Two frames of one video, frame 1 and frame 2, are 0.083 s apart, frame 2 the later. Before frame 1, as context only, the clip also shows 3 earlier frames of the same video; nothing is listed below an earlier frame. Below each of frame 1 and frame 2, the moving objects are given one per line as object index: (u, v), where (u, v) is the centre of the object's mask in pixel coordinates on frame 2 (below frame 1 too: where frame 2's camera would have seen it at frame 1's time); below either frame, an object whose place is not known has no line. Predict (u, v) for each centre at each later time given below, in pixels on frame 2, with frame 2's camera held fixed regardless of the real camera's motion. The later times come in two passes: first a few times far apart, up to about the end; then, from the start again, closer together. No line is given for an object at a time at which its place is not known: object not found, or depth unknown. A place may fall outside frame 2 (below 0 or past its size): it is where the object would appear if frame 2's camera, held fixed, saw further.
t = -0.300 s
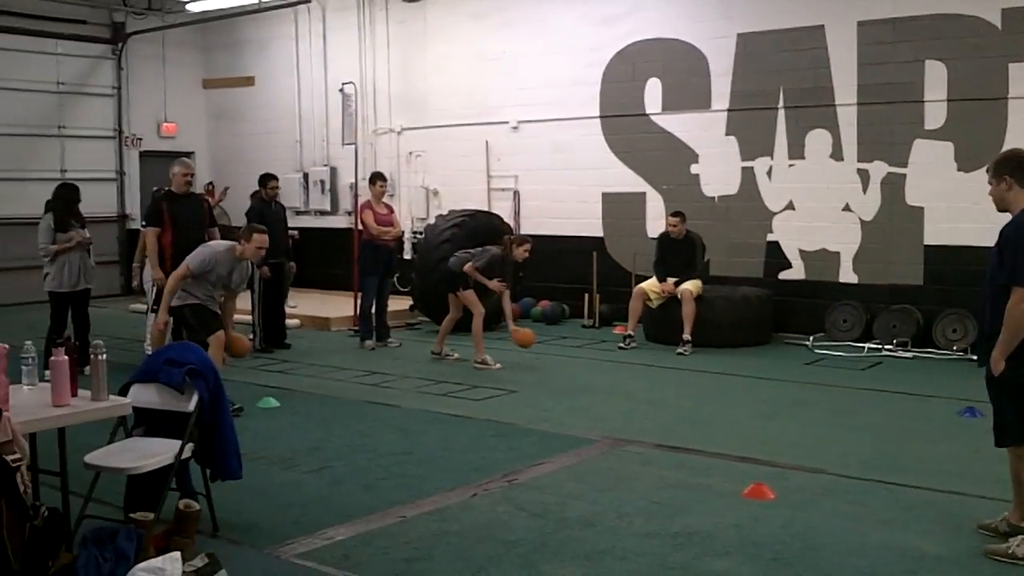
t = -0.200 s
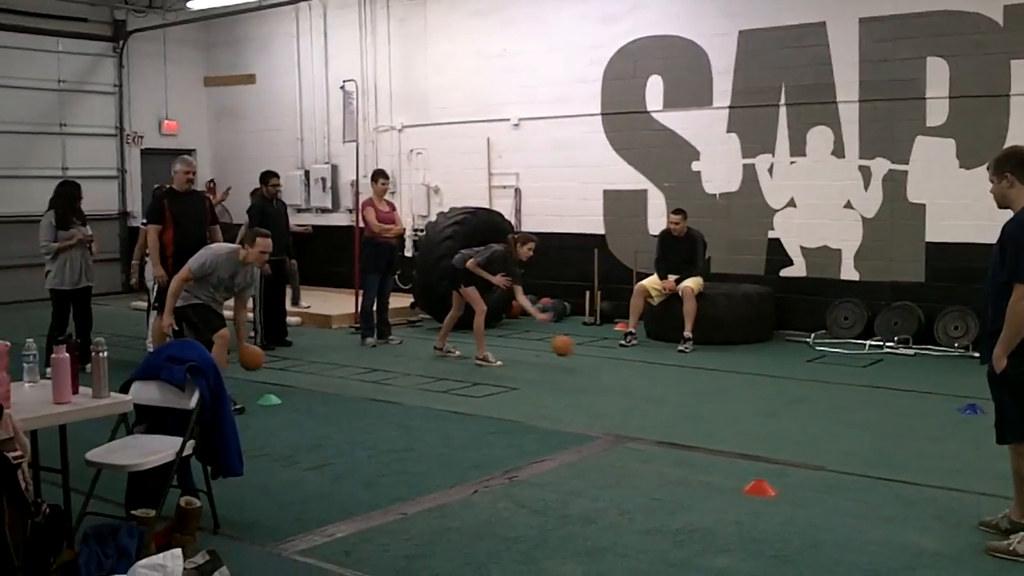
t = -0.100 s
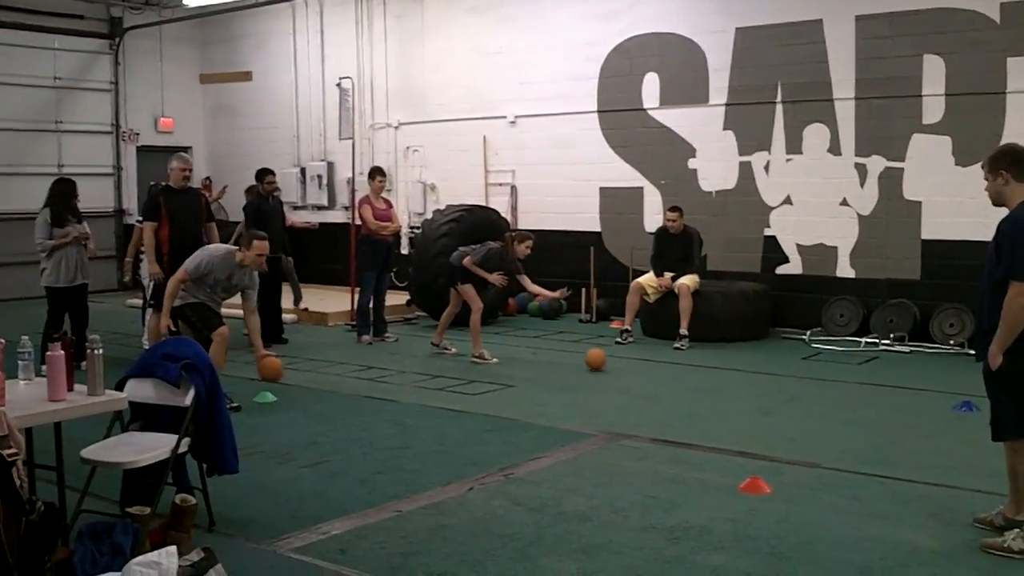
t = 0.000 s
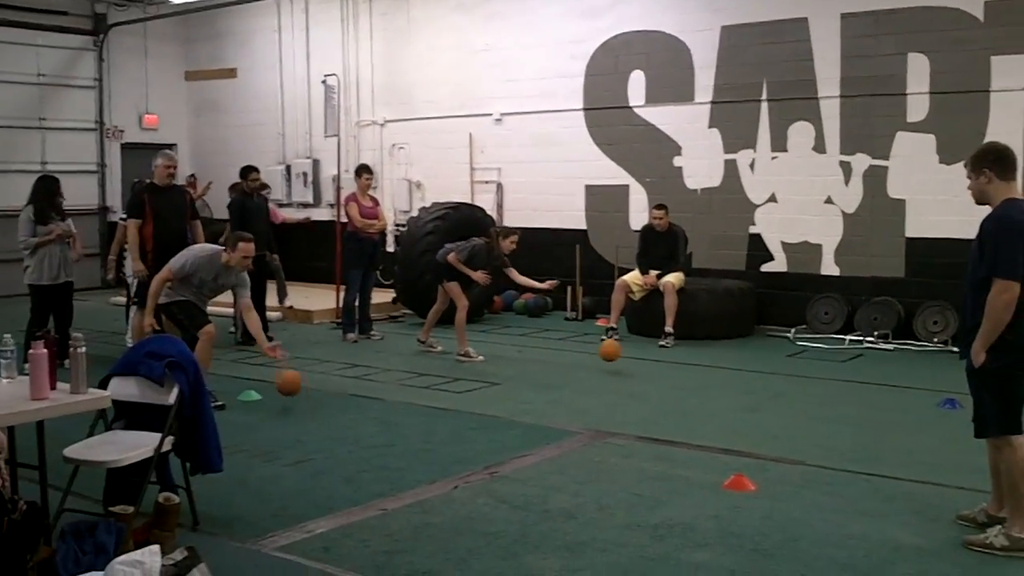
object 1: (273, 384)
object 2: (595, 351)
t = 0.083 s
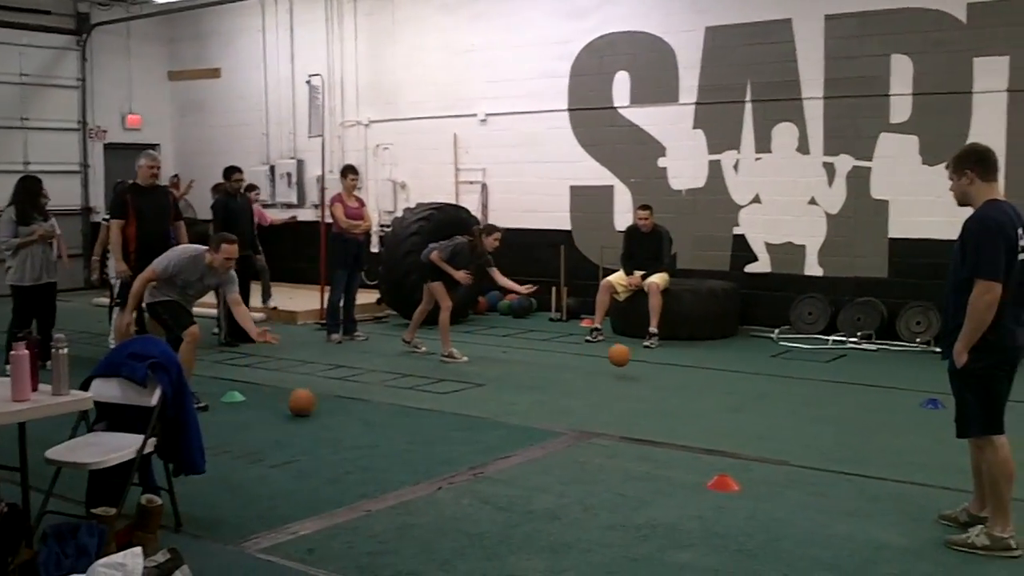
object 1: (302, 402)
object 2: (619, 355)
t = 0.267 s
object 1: (353, 402)
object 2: (677, 367)
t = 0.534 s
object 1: (436, 422)
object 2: (770, 384)
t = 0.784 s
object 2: (868, 395)
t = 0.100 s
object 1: (306, 401)
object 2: (624, 357)
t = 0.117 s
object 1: (310, 399)
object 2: (629, 359)
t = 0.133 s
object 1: (315, 397)
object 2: (634, 361)
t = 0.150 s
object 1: (319, 397)
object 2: (639, 364)
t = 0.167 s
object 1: (324, 396)
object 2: (645, 368)
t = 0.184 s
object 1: (328, 396)
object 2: (650, 369)
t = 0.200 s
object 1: (333, 397)
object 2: (655, 369)
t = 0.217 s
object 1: (338, 398)
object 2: (660, 368)
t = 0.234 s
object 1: (342, 399)
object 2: (665, 367)
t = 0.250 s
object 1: (347, 401)
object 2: (671, 367)
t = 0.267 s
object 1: (353, 402)
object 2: (677, 367)
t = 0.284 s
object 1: (357, 405)
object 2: (682, 368)
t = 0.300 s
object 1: (362, 408)
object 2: (688, 369)
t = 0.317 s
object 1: (367, 412)
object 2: (693, 370)
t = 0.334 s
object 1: (373, 416)
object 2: (698, 372)
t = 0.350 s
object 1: (378, 417)
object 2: (704, 374)
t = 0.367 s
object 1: (383, 415)
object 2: (710, 376)
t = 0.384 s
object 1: (388, 414)
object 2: (716, 377)
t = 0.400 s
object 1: (394, 413)
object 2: (722, 377)
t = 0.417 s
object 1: (399, 413)
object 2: (727, 377)
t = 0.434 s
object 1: (404, 413)
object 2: (733, 377)
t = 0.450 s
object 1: (409, 414)
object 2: (739, 377)
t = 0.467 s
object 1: (414, 414)
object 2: (745, 379)
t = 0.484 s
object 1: (420, 416)
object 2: (751, 380)
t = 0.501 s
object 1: (426, 417)
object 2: (757, 382)
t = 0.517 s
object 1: (431, 420)
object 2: (763, 383)
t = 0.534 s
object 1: (436, 422)
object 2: (770, 384)
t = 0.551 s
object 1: (443, 426)
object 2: (775, 384)
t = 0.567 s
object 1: (448, 429)
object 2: (782, 384)
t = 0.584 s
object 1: (454, 429)
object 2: (788, 385)
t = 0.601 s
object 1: (460, 429)
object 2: (795, 386)
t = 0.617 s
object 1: (465, 429)
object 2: (801, 387)
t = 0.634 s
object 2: (808, 387)
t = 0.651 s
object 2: (814, 388)
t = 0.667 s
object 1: (483, 431)
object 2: (820, 389)
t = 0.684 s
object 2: (827, 390)
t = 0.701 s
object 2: (834, 391)
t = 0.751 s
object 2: (854, 394)
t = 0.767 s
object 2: (861, 394)
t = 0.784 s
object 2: (868, 395)
